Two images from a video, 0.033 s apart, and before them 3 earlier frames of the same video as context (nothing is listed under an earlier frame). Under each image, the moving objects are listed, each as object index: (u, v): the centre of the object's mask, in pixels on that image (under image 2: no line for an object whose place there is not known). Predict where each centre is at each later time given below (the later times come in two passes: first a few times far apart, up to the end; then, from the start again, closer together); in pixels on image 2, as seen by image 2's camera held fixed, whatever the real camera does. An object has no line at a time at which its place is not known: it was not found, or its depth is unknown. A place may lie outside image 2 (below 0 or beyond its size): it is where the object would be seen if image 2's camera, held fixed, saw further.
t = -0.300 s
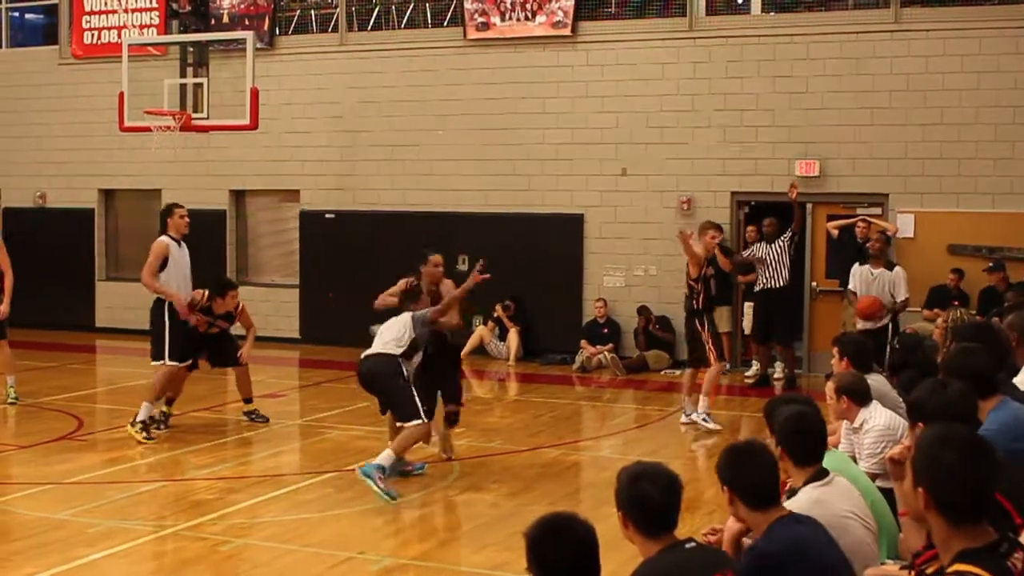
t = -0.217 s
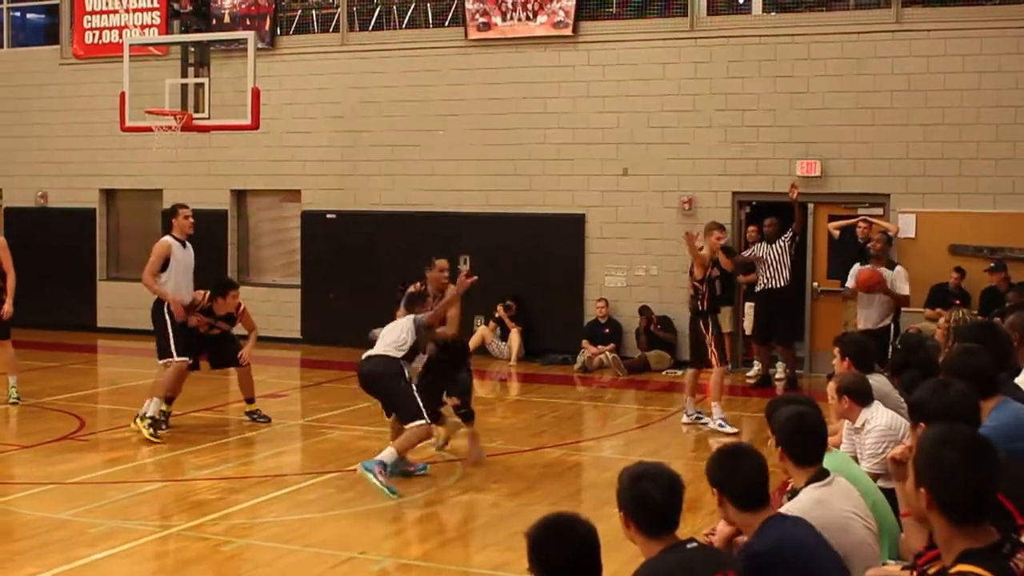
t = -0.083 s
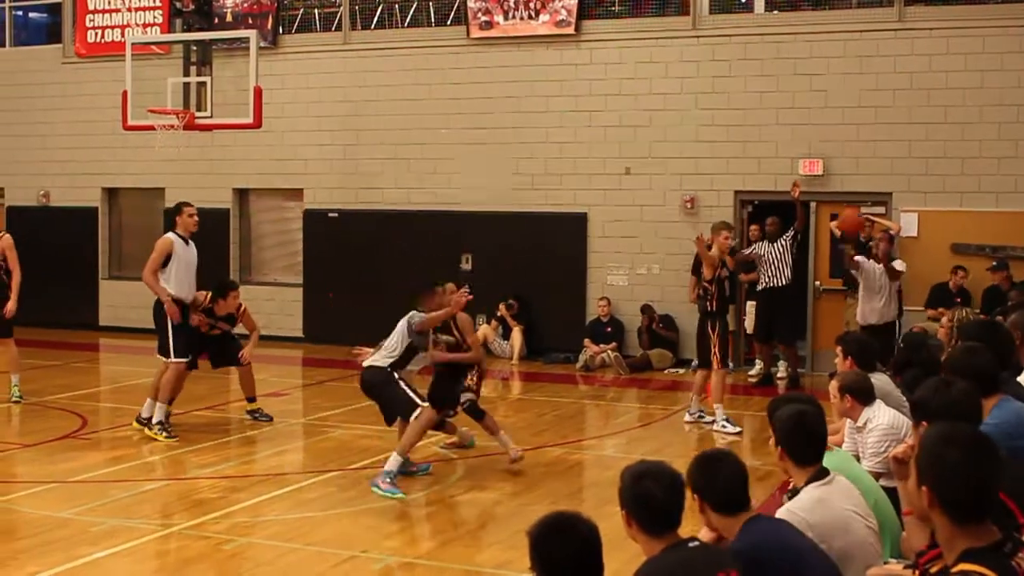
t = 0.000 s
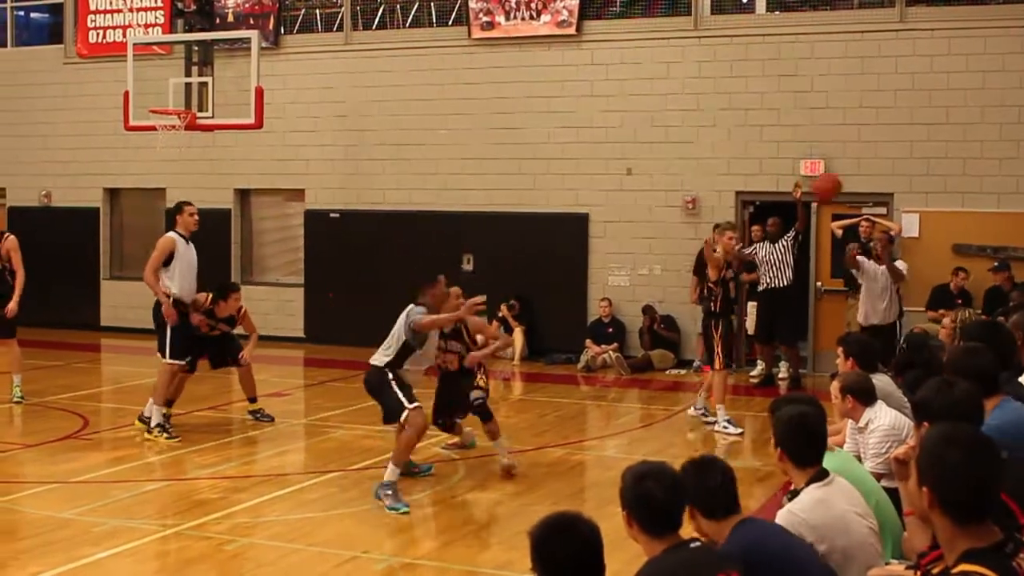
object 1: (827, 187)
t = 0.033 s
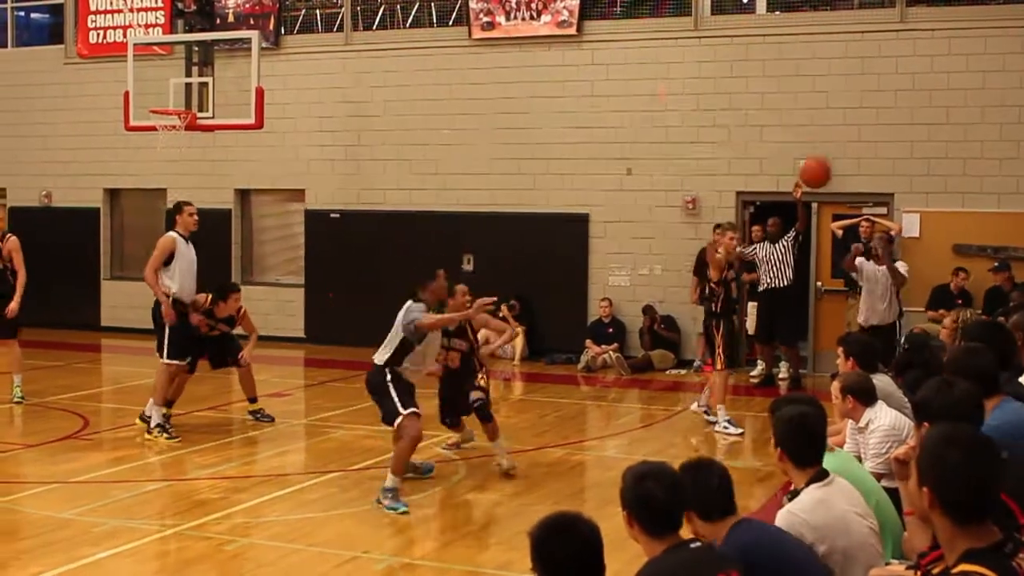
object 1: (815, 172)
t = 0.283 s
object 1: (716, 103)
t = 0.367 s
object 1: (676, 95)
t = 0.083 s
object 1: (797, 154)
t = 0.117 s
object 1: (785, 144)
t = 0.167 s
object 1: (766, 128)
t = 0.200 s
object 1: (752, 120)
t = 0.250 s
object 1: (730, 108)
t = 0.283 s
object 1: (716, 103)
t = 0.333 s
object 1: (692, 97)
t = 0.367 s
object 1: (676, 95)
